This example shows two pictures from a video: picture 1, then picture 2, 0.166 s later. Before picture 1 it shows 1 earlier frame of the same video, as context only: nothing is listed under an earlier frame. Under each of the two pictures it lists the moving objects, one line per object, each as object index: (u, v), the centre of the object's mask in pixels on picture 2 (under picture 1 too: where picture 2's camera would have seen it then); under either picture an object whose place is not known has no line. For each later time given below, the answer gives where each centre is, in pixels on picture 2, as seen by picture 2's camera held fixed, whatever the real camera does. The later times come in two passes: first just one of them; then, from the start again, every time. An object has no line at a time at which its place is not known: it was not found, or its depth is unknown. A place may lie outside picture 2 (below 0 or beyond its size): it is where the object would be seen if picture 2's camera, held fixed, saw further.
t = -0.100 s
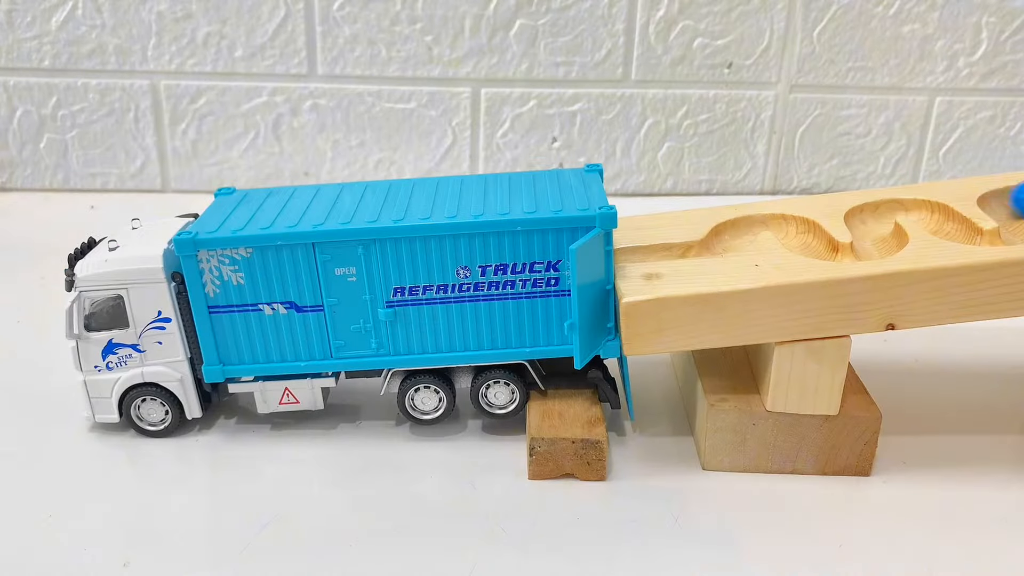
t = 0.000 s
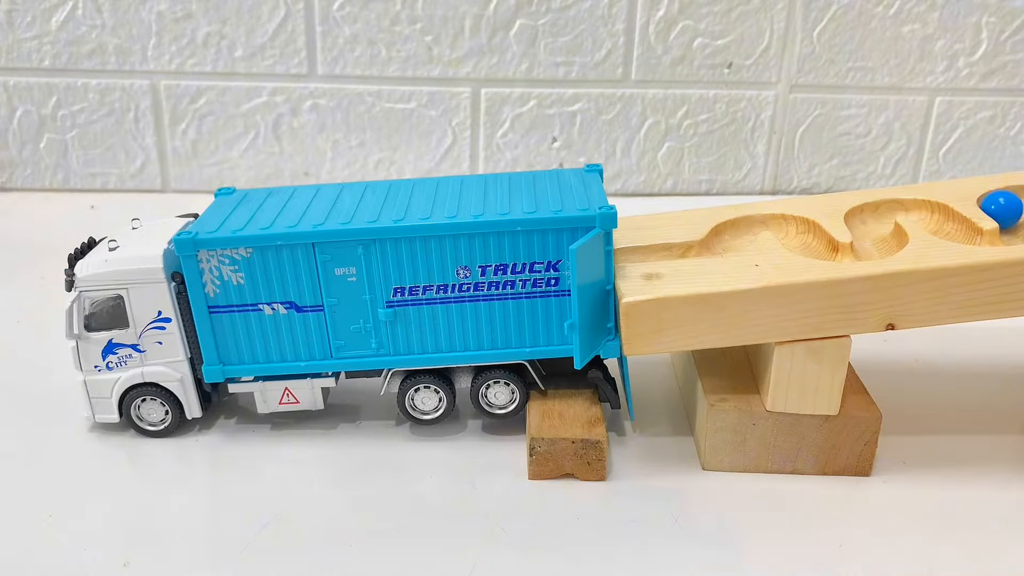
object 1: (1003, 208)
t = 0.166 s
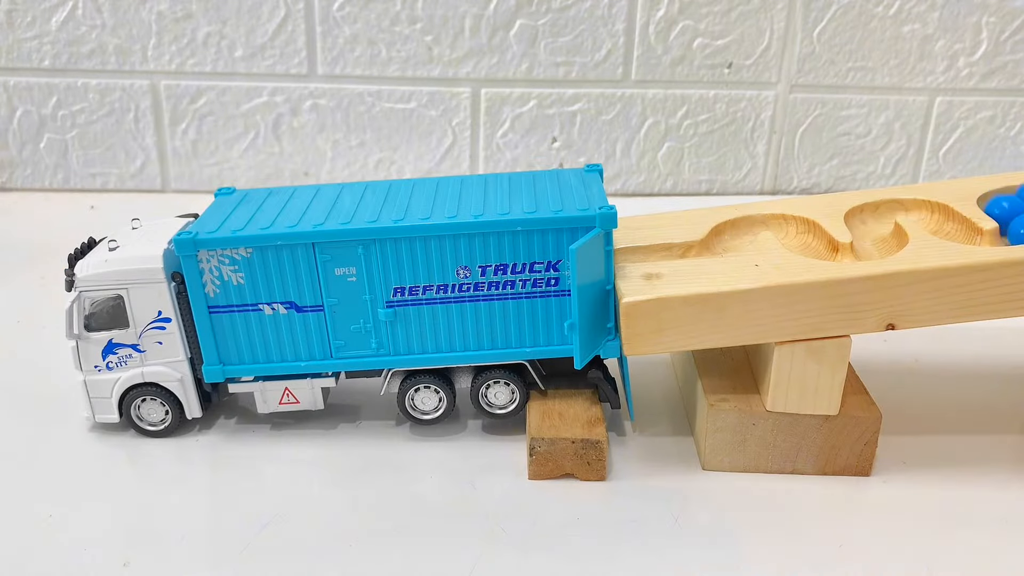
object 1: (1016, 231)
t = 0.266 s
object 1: (1000, 236)
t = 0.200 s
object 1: (1014, 232)
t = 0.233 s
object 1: (1009, 233)
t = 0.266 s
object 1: (1000, 236)
